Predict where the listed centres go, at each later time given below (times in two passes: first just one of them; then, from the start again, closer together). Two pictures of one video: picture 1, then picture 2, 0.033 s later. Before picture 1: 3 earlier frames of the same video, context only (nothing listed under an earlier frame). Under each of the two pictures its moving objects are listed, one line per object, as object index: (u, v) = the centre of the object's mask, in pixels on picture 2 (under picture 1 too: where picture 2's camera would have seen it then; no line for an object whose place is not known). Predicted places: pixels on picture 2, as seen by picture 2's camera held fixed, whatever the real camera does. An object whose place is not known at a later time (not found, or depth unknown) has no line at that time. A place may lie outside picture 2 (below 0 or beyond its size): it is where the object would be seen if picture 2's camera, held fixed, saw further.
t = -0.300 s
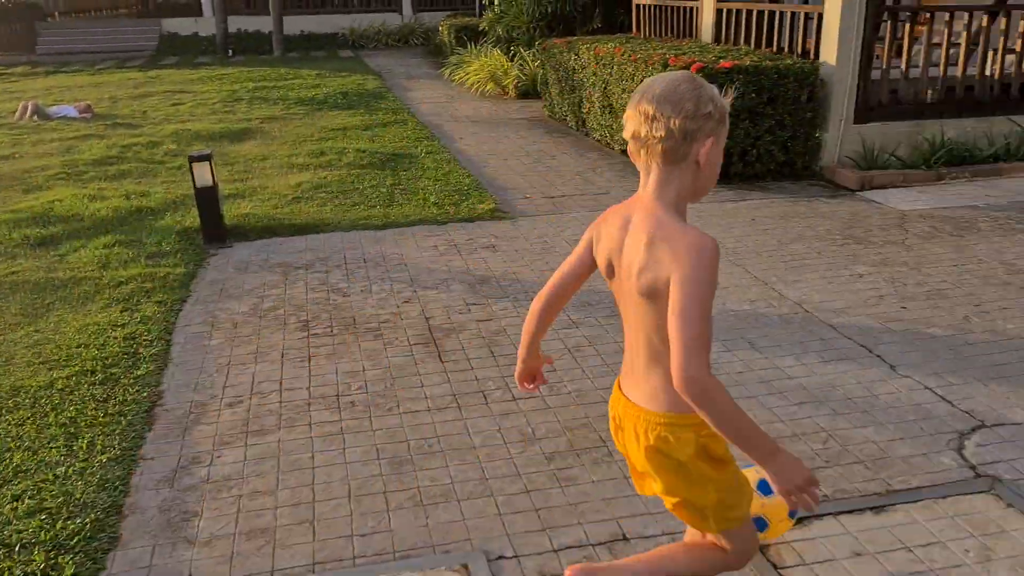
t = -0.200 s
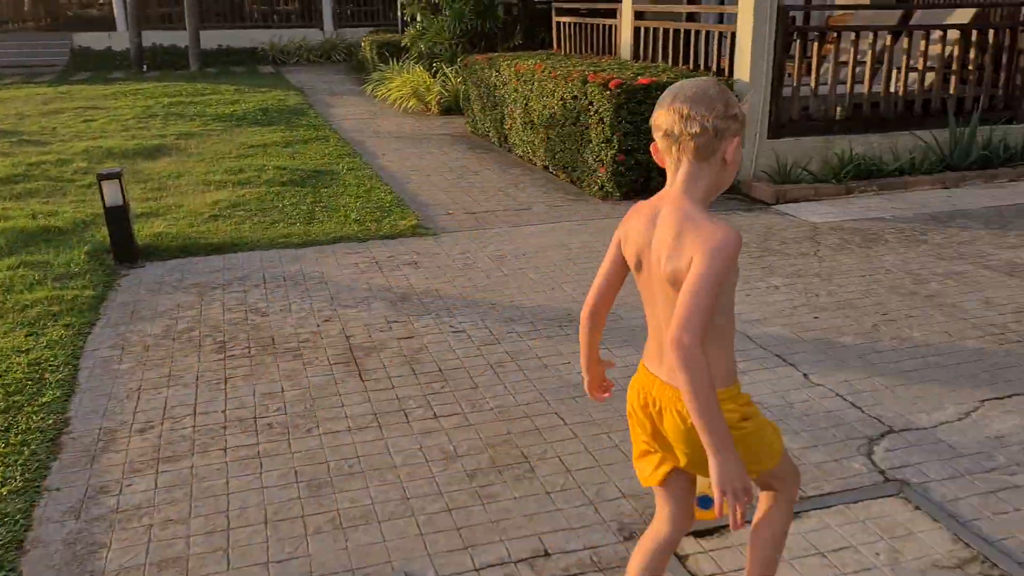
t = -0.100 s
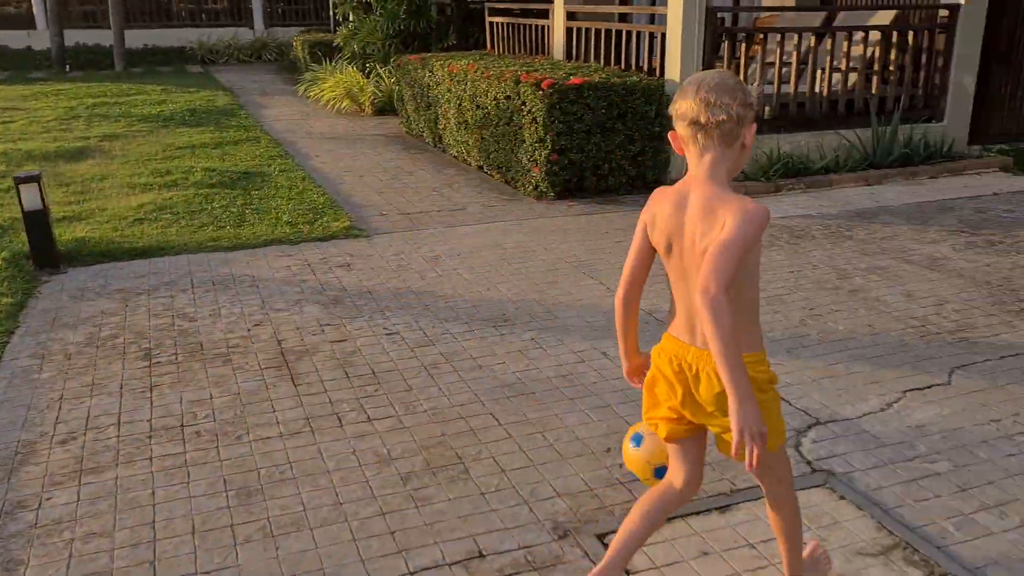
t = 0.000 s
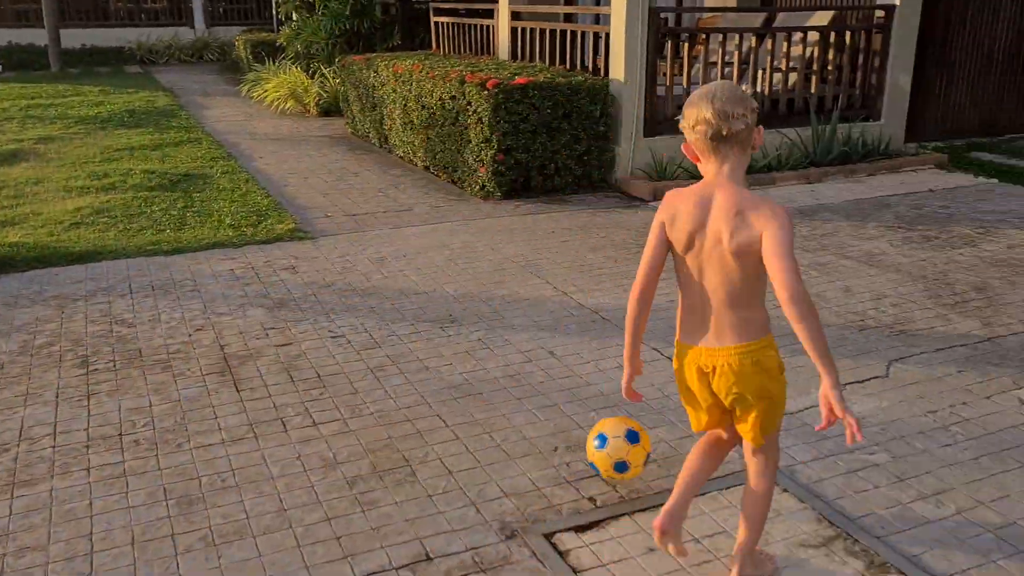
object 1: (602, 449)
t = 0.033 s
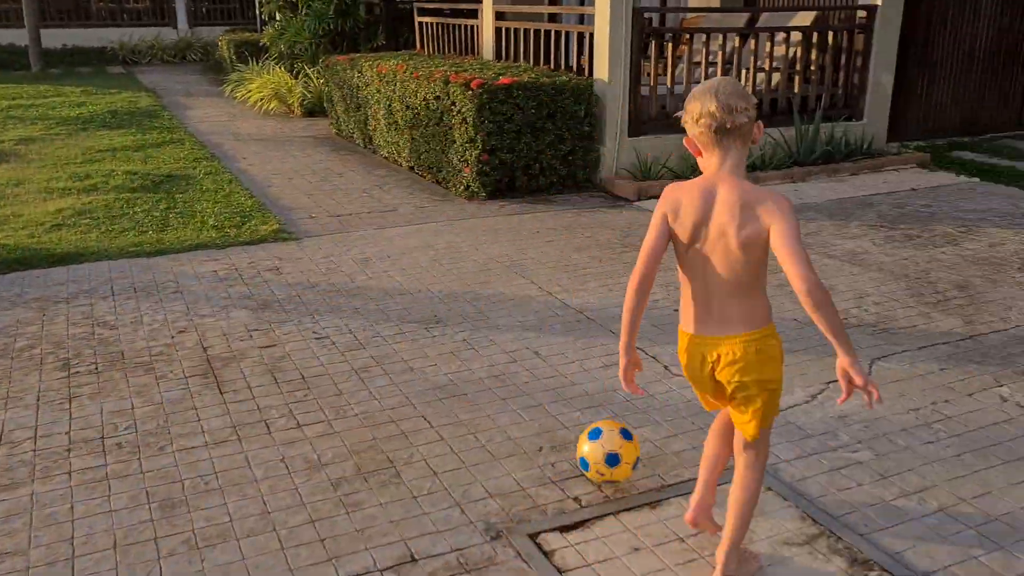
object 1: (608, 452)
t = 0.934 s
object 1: (698, 349)
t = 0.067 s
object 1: (613, 457)
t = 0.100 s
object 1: (618, 442)
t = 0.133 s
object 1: (623, 429)
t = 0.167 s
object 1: (628, 419)
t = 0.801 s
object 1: (687, 367)
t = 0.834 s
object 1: (689, 366)
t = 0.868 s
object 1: (692, 358)
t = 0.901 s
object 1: (695, 352)
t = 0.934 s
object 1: (698, 349)
